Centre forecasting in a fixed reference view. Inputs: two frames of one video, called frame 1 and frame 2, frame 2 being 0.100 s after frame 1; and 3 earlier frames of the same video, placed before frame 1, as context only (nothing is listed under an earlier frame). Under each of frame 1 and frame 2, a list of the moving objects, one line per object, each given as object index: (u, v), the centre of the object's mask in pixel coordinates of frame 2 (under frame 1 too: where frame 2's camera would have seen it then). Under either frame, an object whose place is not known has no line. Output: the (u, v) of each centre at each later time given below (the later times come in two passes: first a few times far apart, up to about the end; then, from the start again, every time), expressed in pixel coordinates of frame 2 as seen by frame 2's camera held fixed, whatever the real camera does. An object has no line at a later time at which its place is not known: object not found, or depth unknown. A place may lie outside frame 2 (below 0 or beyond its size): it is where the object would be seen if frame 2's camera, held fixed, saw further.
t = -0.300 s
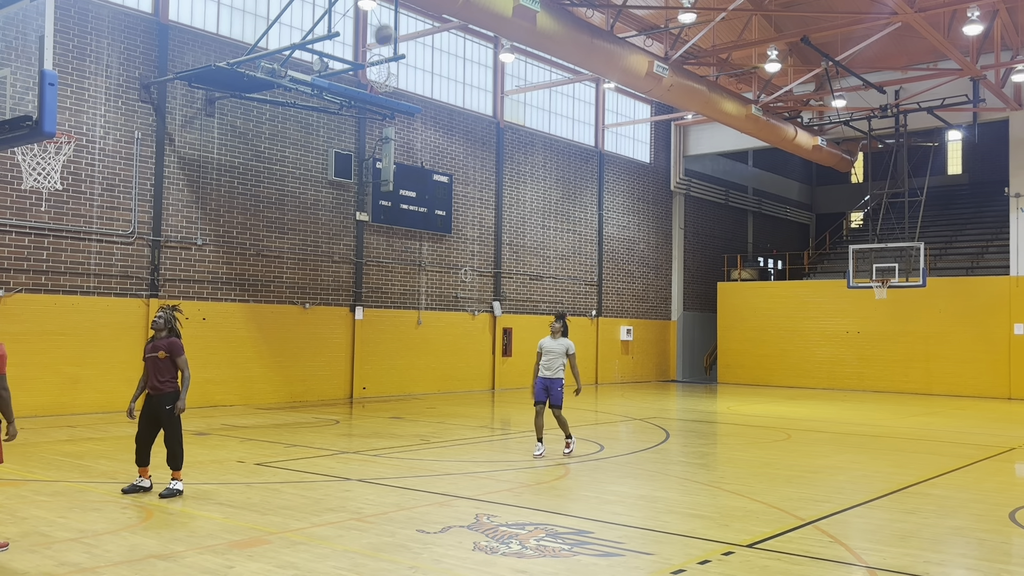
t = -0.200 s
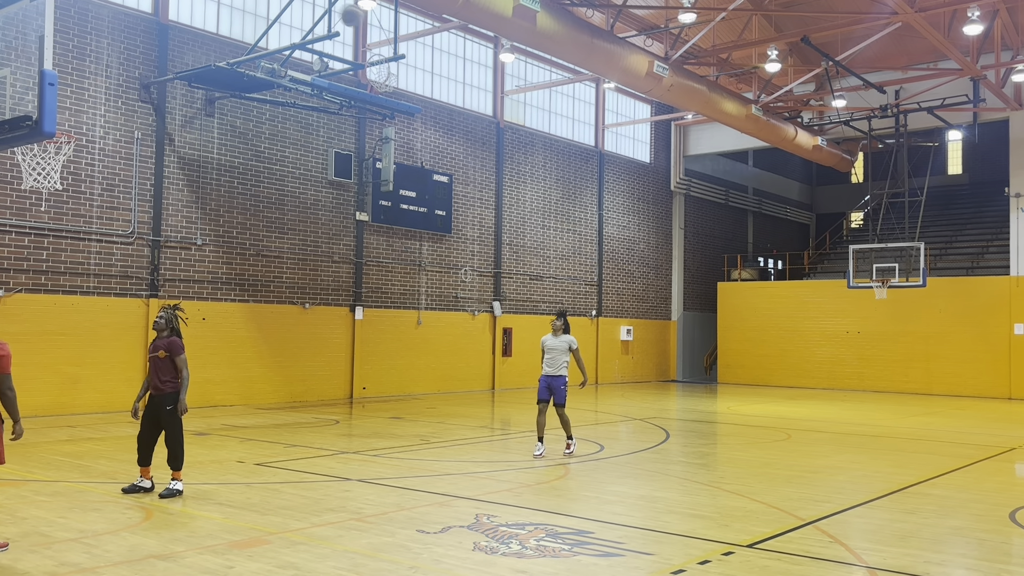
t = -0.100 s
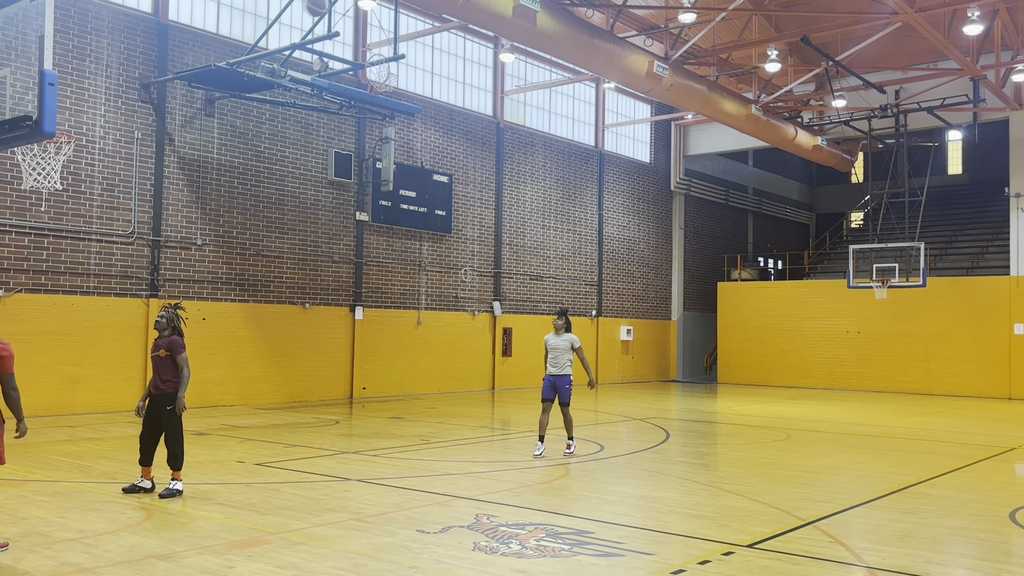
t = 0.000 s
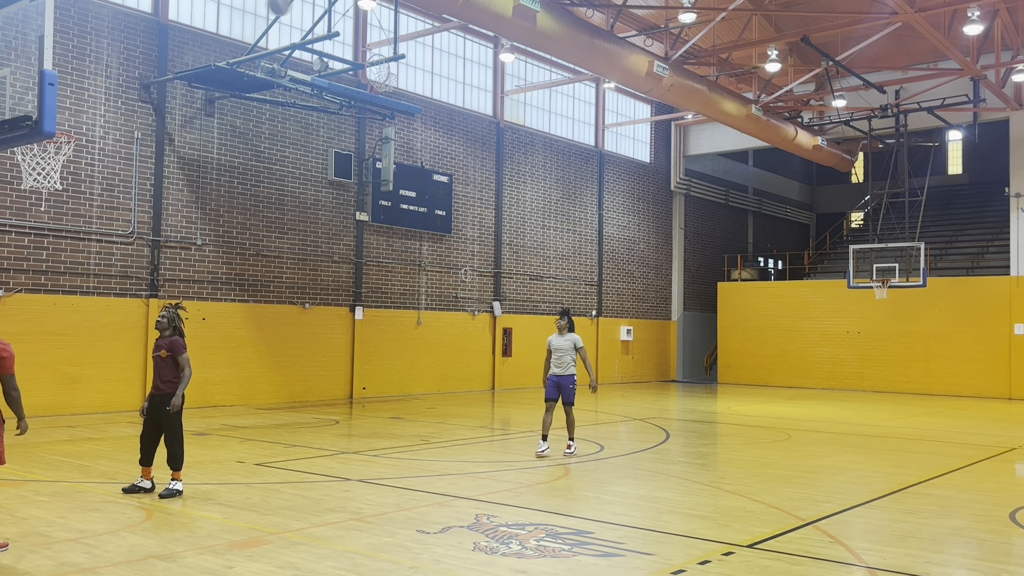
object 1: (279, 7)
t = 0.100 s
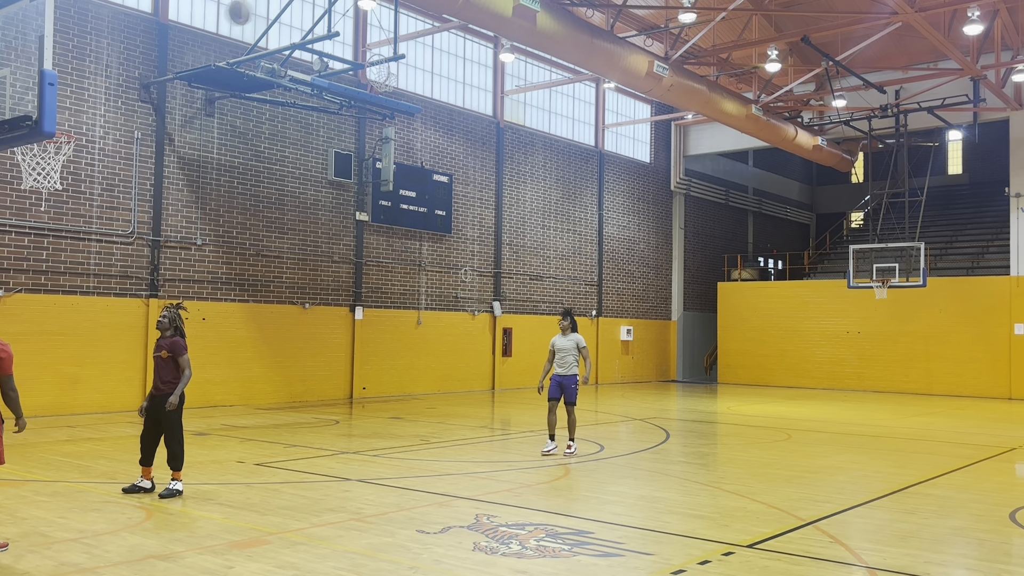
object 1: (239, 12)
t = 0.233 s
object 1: (181, 39)
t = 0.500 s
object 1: (96, 116)
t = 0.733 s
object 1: (158, 97)
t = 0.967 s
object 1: (213, 134)
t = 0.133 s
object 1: (225, 18)
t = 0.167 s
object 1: (210, 25)
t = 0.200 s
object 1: (195, 31)
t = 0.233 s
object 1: (181, 39)
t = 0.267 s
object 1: (167, 51)
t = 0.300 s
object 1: (151, 63)
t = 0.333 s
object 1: (135, 76)
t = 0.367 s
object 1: (117, 92)
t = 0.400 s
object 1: (99, 110)
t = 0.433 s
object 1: (83, 127)
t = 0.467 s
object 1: (87, 125)
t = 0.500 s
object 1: (96, 116)
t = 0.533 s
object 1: (106, 110)
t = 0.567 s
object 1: (115, 104)
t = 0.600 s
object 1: (124, 100)
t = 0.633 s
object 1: (133, 98)
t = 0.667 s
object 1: (142, 96)
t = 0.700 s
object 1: (150, 96)
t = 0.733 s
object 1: (158, 97)
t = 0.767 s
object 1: (166, 98)
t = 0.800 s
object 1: (174, 101)
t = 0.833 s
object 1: (182, 106)
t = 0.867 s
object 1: (190, 111)
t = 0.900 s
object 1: (197, 118)
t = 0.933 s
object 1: (205, 126)
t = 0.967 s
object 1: (213, 134)
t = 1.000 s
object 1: (219, 144)
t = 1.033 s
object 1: (227, 156)
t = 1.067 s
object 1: (234, 167)
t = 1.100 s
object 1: (241, 180)
